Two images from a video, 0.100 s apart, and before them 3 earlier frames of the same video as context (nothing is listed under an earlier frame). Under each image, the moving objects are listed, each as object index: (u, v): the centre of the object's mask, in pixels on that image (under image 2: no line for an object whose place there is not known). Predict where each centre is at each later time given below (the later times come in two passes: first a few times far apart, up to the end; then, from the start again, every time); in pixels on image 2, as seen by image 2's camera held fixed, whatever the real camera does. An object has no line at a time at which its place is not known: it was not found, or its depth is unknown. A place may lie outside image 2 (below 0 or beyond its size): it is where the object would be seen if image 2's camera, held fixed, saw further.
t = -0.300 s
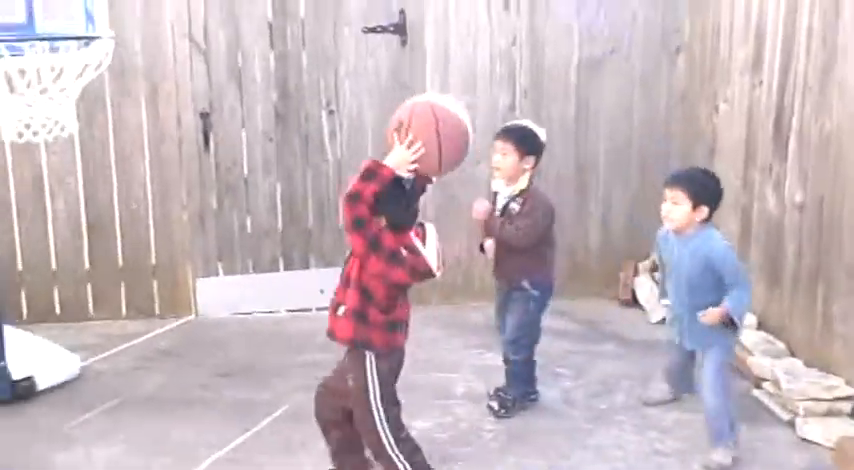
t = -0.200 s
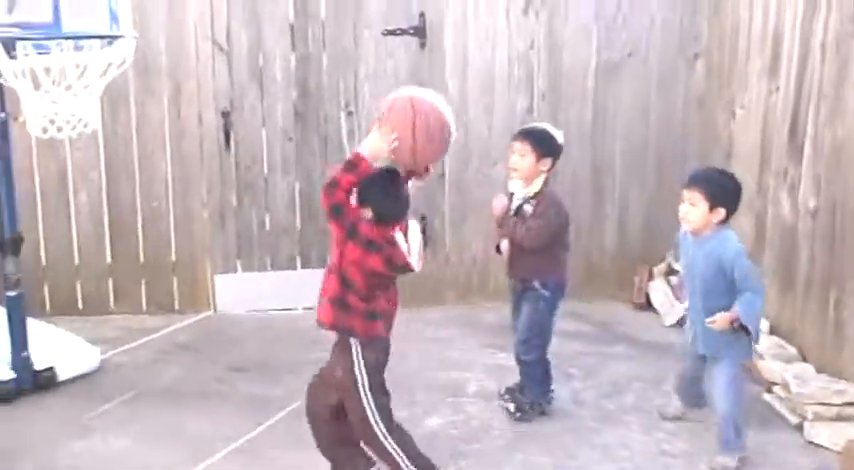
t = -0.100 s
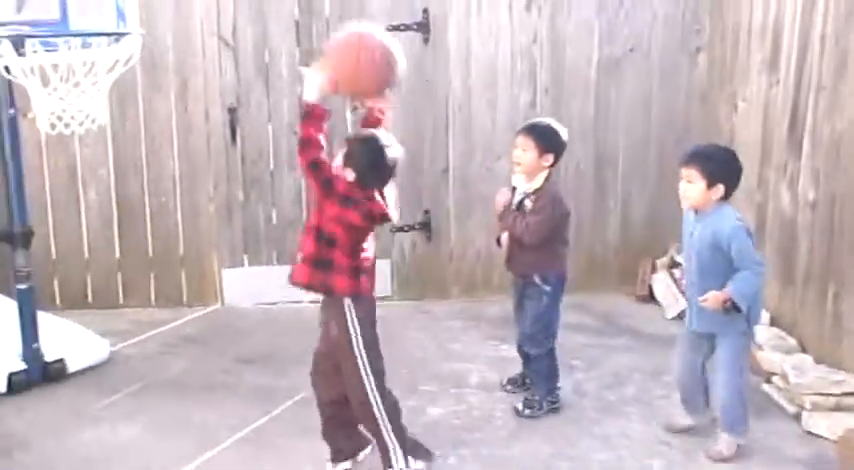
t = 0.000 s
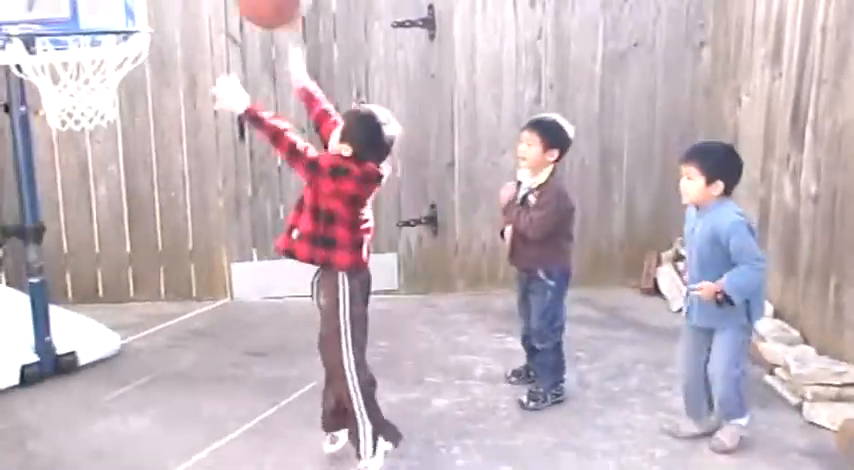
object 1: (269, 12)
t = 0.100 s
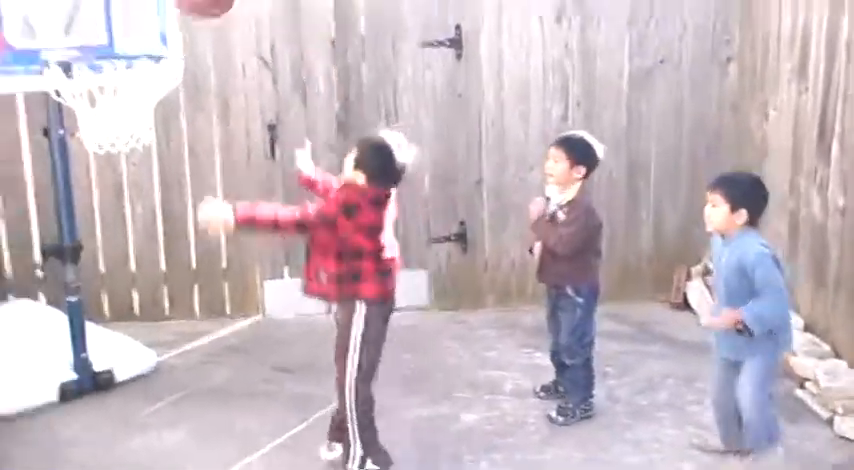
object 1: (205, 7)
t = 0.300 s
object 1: (47, 12)
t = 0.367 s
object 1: (59, 32)
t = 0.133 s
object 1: (175, -4)
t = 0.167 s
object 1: (145, -13)
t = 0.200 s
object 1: (118, -15)
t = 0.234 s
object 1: (92, -9)
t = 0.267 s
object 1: (68, -1)
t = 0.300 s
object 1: (47, 12)
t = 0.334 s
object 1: (52, 21)
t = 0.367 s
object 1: (59, 32)
